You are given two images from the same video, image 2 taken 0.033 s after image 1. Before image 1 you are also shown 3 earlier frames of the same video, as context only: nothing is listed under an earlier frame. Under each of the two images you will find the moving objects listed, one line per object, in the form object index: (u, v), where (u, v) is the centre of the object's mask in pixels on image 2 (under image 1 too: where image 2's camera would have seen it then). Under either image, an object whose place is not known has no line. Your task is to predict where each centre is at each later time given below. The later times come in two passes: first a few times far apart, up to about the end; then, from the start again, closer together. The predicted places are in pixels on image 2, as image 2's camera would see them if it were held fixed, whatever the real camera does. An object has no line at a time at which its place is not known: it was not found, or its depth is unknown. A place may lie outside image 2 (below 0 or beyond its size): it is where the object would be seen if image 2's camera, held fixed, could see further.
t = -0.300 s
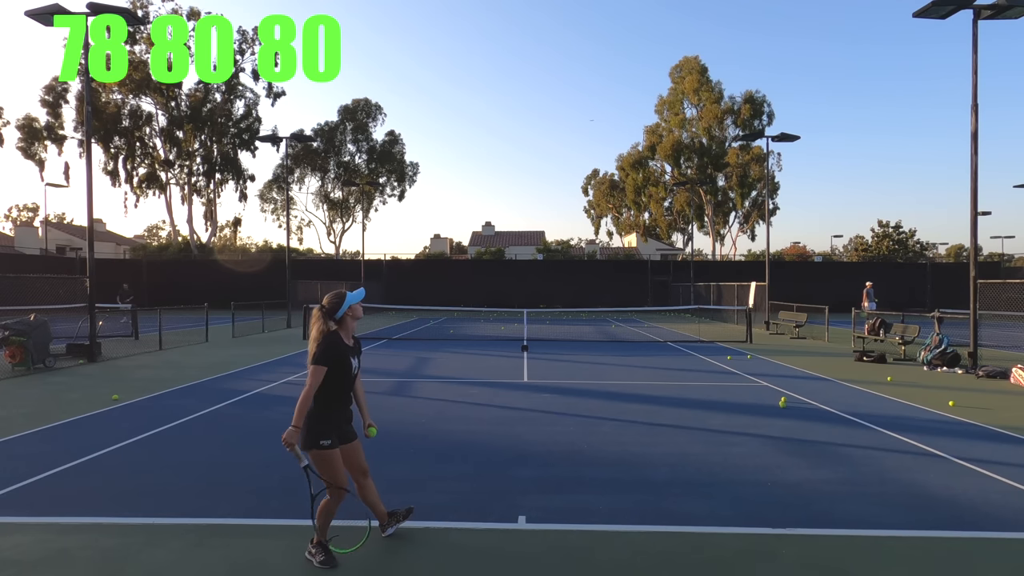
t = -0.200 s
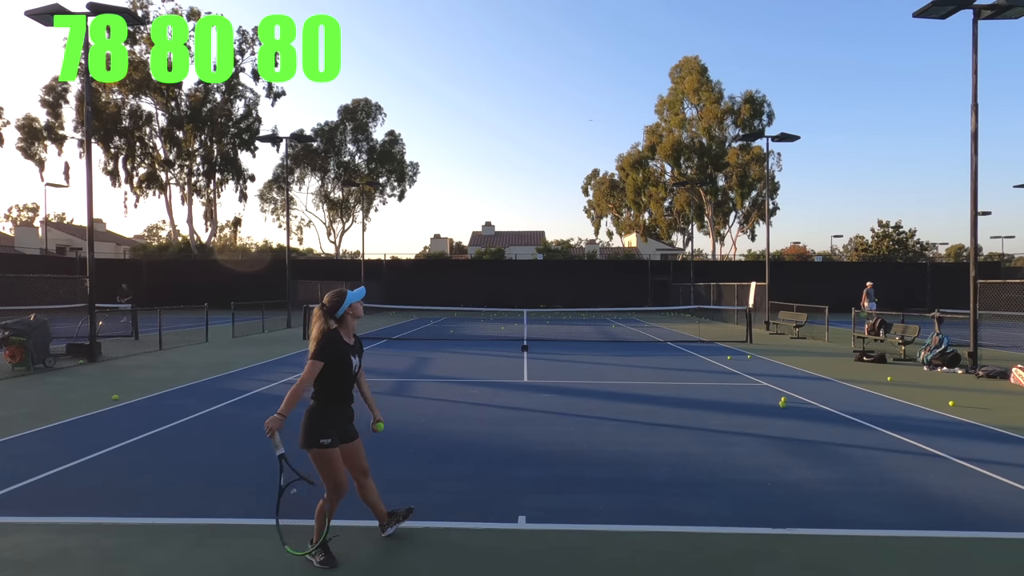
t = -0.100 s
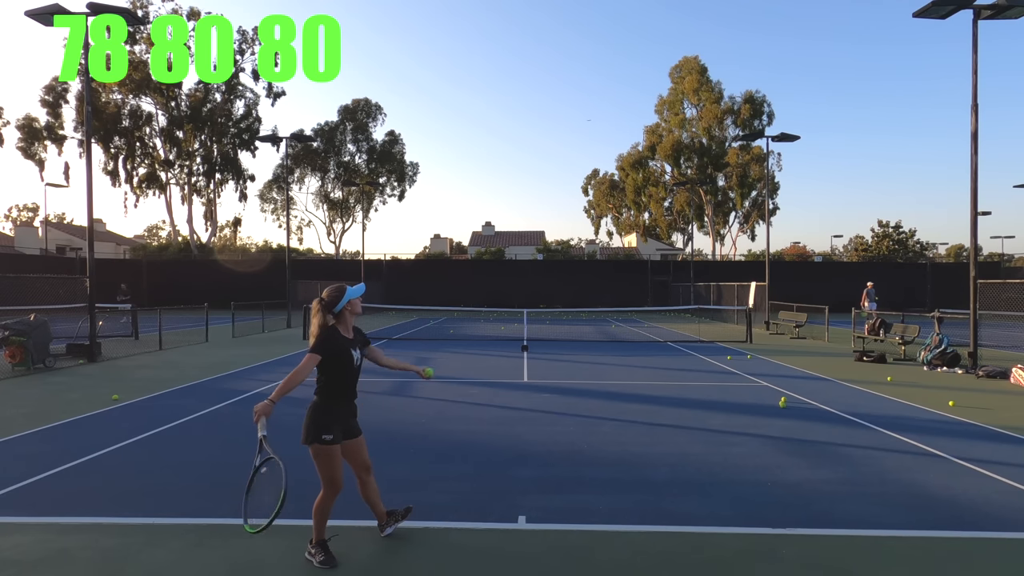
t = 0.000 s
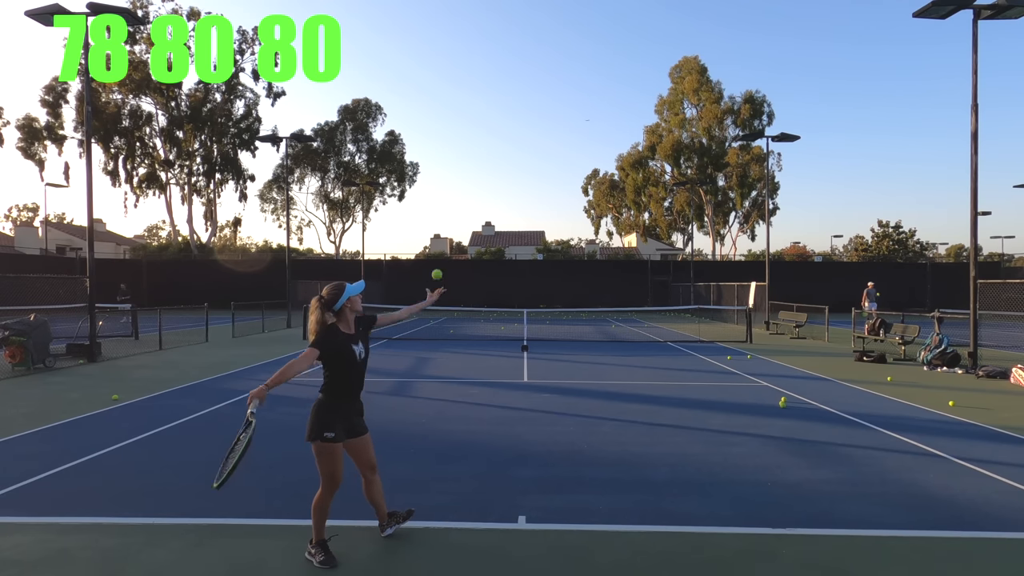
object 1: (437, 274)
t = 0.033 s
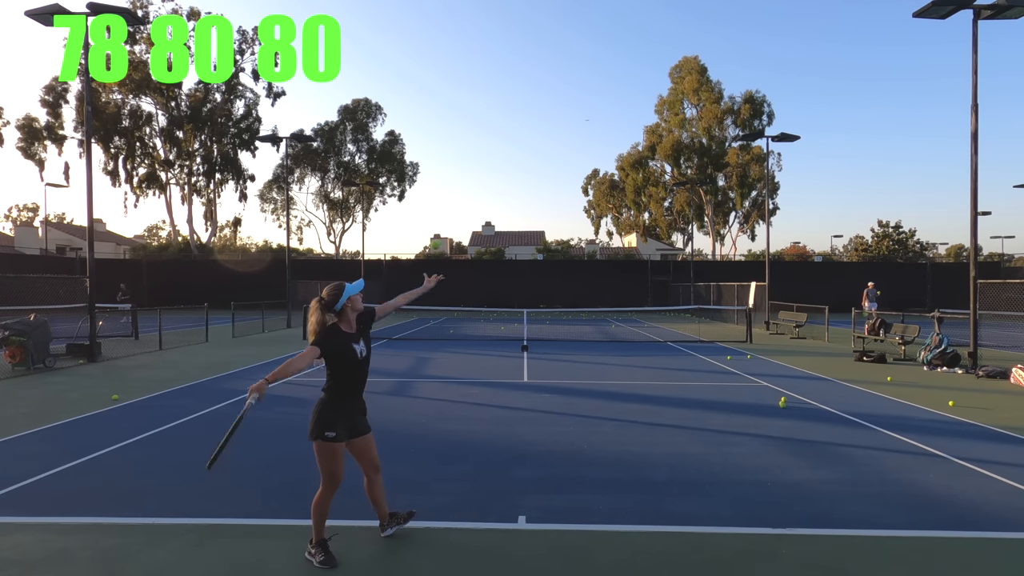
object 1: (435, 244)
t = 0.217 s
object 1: (428, 111)
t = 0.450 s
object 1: (420, 17)
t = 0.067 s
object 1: (434, 216)
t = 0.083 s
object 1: (433, 203)
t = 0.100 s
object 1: (432, 190)
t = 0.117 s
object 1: (431, 177)
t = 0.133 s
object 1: (431, 165)
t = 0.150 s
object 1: (430, 154)
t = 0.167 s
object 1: (430, 142)
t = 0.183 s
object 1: (429, 132)
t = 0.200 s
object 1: (428, 122)
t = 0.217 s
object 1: (428, 111)
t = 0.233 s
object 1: (427, 102)
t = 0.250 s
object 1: (427, 93)
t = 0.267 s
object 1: (426, 84)
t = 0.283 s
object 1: (425, 76)
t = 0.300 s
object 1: (425, 69)
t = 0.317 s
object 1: (424, 61)
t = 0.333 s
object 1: (424, 54)
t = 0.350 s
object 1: (423, 48)
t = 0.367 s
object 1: (422, 41)
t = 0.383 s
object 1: (422, 36)
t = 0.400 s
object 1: (421, 31)
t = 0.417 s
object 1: (421, 26)
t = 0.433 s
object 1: (420, 21)
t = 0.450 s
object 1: (420, 17)
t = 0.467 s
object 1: (419, 13)
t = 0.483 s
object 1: (418, 10)
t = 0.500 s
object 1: (418, 7)
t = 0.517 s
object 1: (417, 5)
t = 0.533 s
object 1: (417, 3)
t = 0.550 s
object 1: (417, 2)
